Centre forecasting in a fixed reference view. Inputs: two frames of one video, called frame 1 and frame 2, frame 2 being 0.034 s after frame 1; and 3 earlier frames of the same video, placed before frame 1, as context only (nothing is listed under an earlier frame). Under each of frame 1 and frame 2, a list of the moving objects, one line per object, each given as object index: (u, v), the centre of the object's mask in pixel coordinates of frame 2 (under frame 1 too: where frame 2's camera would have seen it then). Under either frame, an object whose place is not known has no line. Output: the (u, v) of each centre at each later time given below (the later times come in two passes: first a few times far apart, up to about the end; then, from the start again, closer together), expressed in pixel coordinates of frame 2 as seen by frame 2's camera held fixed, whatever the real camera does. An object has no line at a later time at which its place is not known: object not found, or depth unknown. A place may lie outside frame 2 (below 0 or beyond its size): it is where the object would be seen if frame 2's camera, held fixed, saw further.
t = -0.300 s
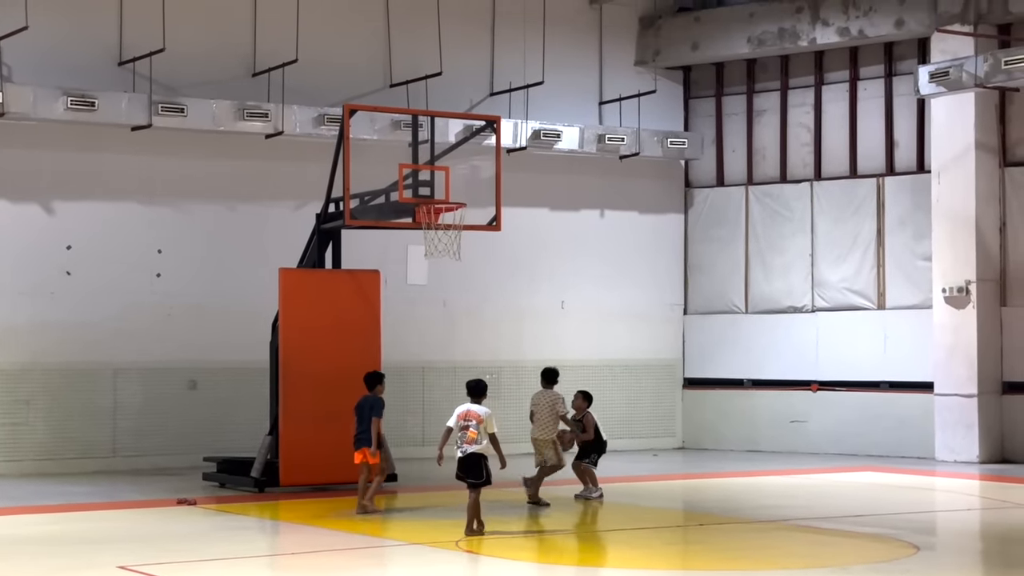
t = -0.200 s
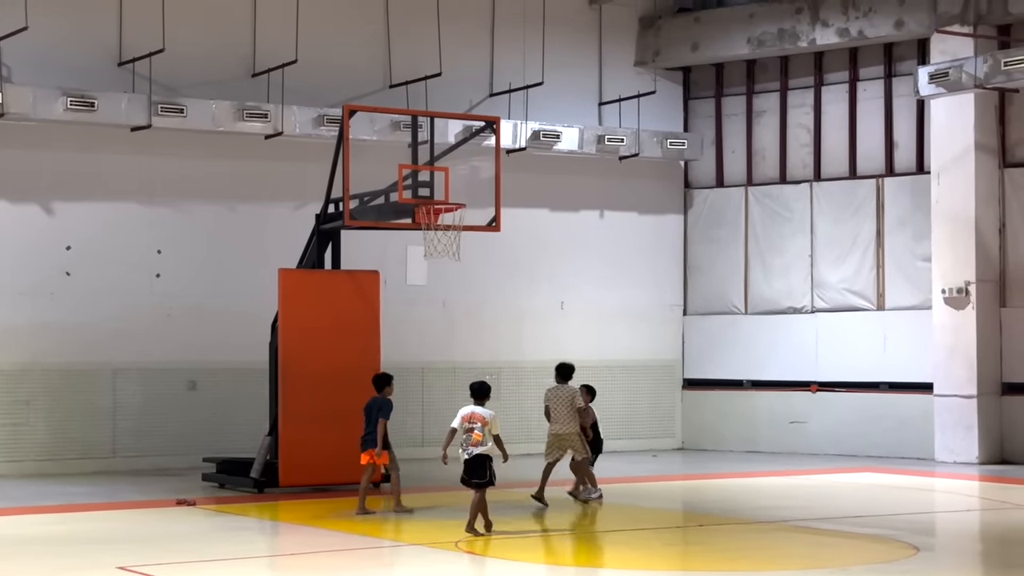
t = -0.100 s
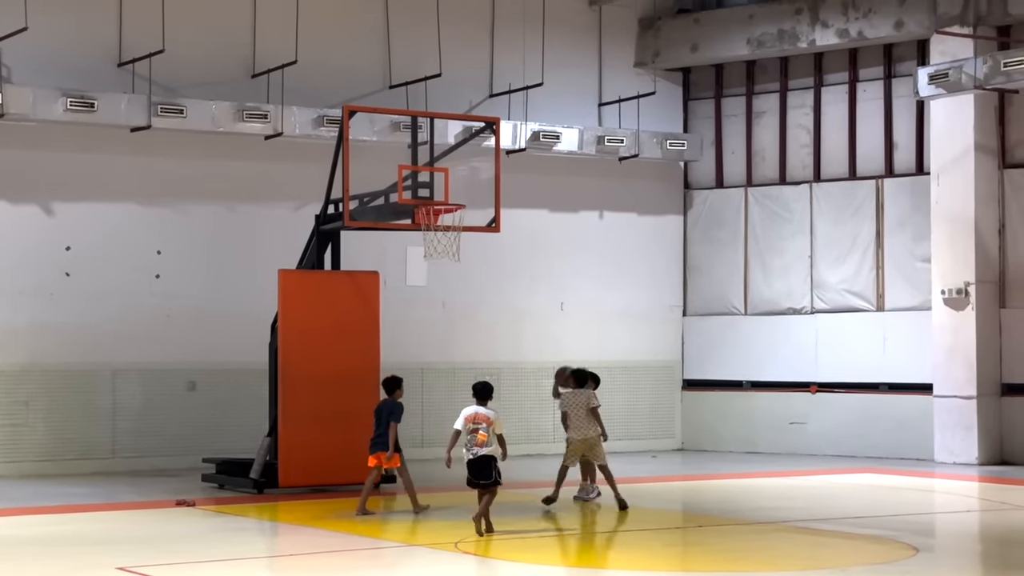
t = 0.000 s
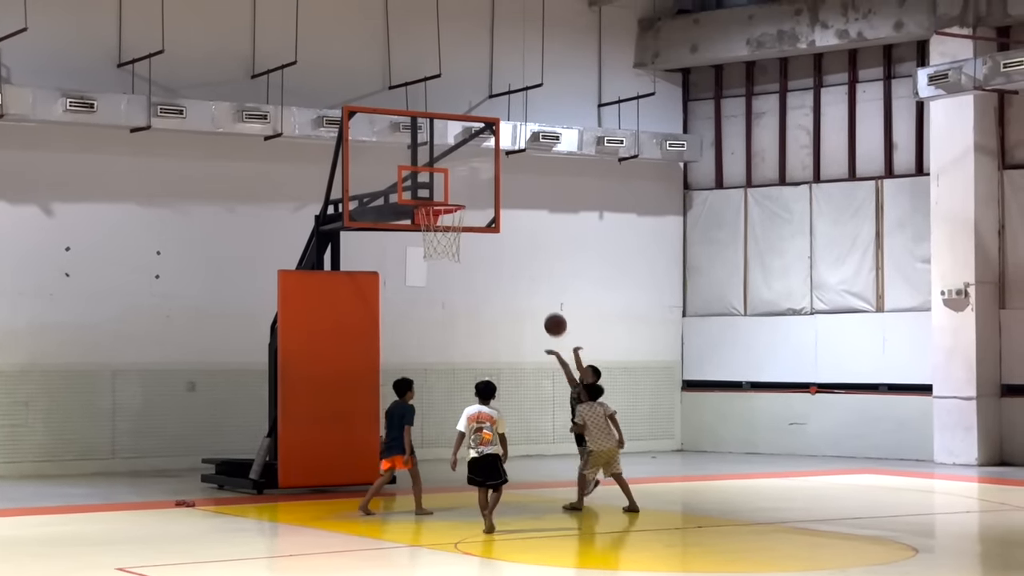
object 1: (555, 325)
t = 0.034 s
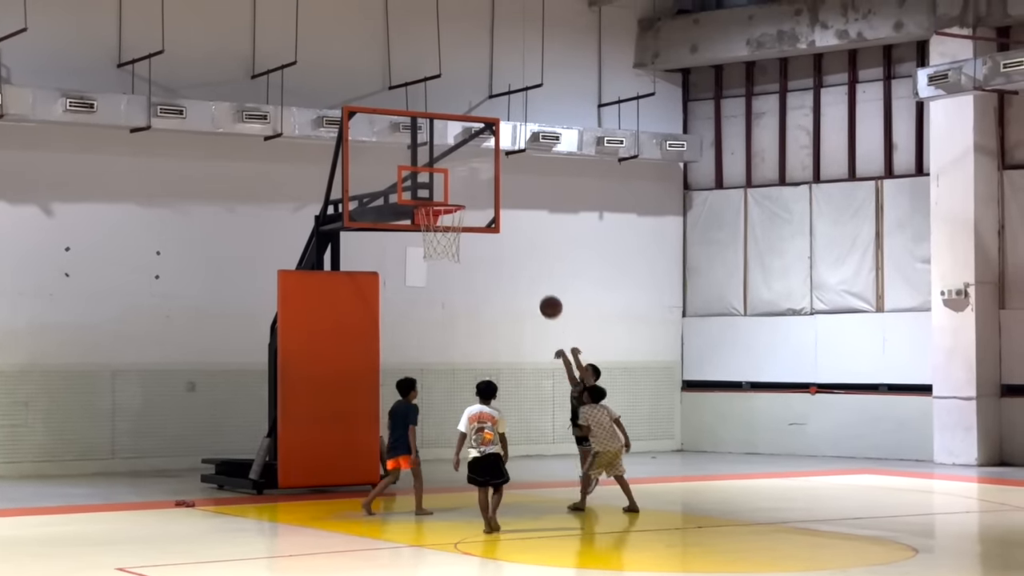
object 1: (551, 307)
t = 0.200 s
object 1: (529, 233)
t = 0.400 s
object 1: (503, 177)
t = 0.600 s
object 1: (476, 158)
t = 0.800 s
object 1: (450, 176)
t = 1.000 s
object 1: (424, 232)
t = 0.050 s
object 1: (548, 298)
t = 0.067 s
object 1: (546, 290)
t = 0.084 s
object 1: (544, 282)
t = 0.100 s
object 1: (542, 274)
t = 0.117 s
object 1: (539, 266)
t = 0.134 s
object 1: (537, 259)
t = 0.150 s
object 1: (535, 252)
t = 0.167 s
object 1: (533, 245)
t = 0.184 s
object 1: (531, 239)
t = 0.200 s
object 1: (529, 233)
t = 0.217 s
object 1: (526, 227)
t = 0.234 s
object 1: (525, 221)
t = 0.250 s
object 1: (522, 215)
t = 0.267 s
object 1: (520, 210)
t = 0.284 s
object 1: (518, 205)
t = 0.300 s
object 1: (516, 200)
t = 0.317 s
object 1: (514, 196)
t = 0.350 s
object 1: (510, 188)
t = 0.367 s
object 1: (508, 184)
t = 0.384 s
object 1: (507, 181)
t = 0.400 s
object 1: (503, 177)
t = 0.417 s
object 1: (501, 174)
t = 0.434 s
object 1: (499, 172)
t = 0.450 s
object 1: (496, 169)
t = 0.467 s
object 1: (494, 167)
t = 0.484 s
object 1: (492, 165)
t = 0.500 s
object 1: (490, 163)
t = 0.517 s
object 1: (487, 162)
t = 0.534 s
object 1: (485, 161)
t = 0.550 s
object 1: (483, 160)
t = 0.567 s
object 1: (481, 159)
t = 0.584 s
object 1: (479, 159)
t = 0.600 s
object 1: (476, 158)
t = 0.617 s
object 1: (474, 159)
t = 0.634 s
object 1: (472, 159)
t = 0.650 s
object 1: (470, 160)
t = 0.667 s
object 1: (468, 160)
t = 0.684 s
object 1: (465, 161)
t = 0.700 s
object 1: (463, 163)
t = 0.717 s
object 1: (461, 164)
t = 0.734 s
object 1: (459, 166)
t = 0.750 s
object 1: (457, 168)
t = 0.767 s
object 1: (455, 171)
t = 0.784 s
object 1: (453, 174)
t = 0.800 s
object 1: (450, 176)
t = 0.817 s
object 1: (448, 180)
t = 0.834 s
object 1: (446, 183)
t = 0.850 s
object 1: (444, 187)
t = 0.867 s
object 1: (443, 191)
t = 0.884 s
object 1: (441, 194)
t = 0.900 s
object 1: (437, 197)
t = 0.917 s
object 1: (437, 200)
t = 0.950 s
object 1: (432, 215)
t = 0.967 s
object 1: (427, 220)
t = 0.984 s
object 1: (425, 224)
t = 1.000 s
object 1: (424, 232)
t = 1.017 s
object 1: (422, 236)
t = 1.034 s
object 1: (421, 240)
